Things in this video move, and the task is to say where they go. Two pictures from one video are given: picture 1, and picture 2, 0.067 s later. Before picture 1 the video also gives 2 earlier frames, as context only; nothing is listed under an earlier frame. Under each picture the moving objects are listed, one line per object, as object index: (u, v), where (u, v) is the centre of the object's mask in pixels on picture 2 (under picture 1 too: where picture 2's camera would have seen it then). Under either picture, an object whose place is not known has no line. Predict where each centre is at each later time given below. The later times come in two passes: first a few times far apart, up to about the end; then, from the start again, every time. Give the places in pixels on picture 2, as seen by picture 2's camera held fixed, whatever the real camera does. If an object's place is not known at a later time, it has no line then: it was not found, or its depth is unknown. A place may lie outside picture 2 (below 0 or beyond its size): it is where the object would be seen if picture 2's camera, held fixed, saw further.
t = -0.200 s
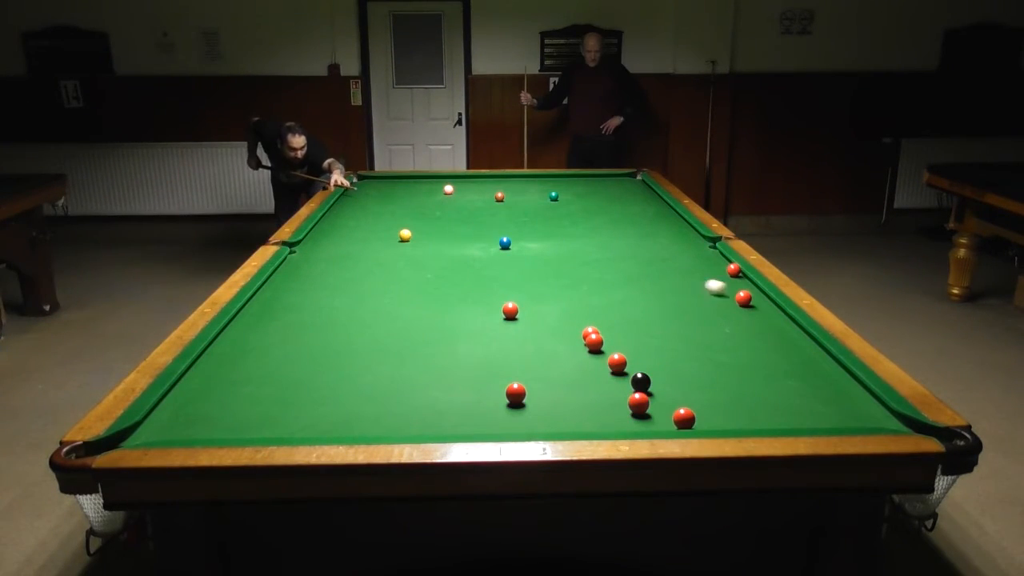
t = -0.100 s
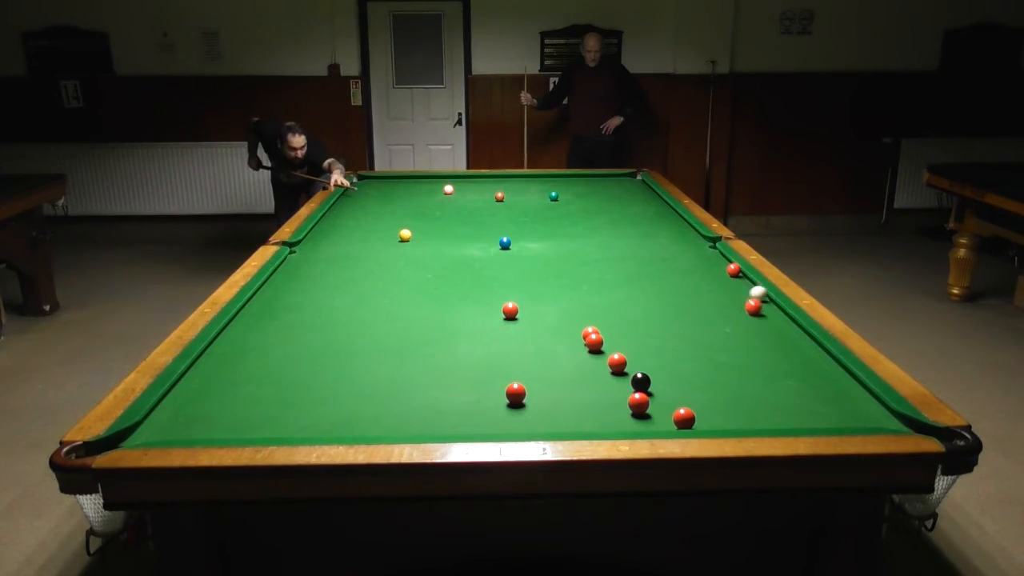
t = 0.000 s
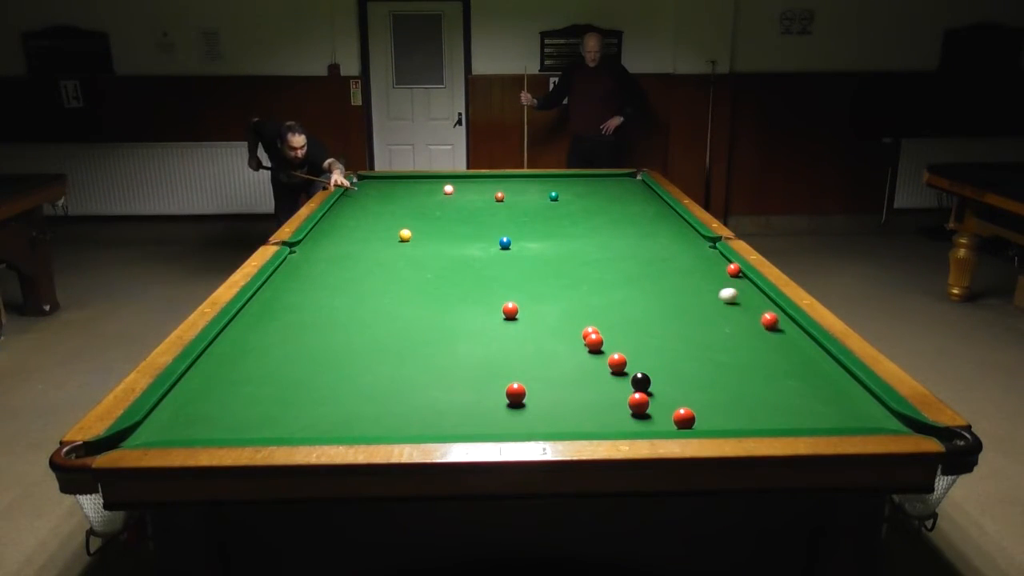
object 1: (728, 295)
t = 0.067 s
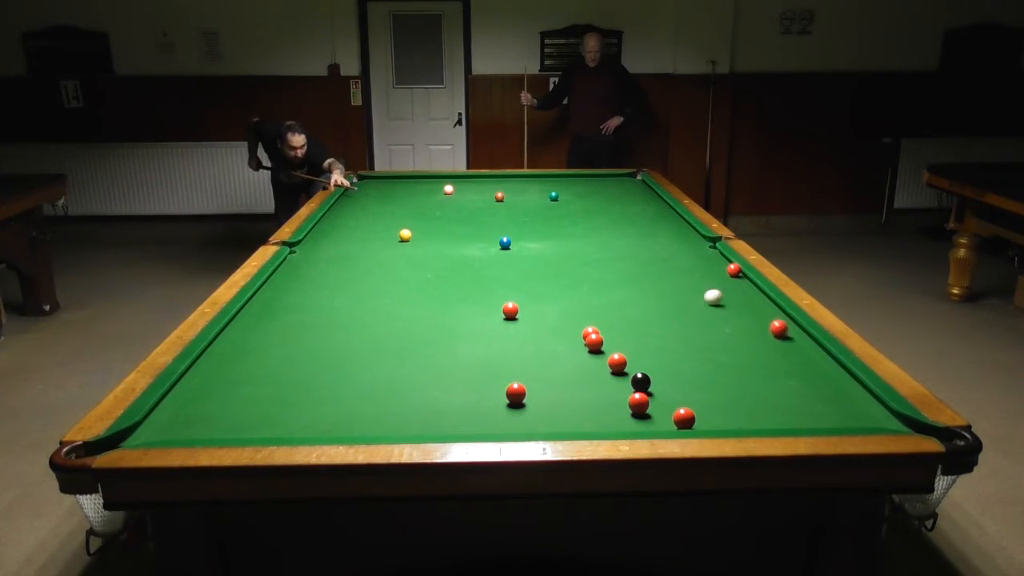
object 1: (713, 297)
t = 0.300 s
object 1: (654, 305)
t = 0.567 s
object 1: (587, 315)
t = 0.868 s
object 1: (508, 326)
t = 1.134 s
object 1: (431, 337)
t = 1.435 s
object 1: (346, 350)
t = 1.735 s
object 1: (256, 363)
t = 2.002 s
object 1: (204, 372)
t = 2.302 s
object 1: (259, 379)
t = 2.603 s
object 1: (312, 385)
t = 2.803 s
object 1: (347, 389)
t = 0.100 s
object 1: (703, 298)
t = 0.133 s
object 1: (693, 300)
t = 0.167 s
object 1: (688, 300)
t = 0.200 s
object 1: (678, 302)
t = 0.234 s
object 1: (669, 303)
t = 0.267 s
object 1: (663, 304)
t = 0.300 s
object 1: (654, 305)
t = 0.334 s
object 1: (644, 307)
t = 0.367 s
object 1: (638, 307)
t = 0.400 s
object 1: (629, 309)
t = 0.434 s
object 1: (618, 310)
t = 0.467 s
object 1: (613, 311)
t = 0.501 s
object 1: (603, 312)
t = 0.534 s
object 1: (593, 314)
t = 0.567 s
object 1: (587, 315)
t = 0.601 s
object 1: (577, 316)
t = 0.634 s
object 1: (567, 318)
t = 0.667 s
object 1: (561, 319)
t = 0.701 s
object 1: (551, 320)
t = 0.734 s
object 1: (540, 322)
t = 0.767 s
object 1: (535, 322)
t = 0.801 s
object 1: (525, 324)
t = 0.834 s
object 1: (514, 326)
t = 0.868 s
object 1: (508, 326)
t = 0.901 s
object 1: (497, 328)
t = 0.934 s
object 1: (487, 329)
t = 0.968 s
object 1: (481, 330)
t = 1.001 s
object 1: (470, 332)
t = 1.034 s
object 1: (459, 333)
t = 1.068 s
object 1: (454, 334)
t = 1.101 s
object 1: (443, 336)
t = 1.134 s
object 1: (431, 337)
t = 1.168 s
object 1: (426, 338)
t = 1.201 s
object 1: (415, 340)
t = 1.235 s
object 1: (403, 342)
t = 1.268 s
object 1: (397, 342)
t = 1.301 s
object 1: (386, 344)
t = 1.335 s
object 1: (374, 345)
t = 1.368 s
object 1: (363, 347)
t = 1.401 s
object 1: (357, 349)
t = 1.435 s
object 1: (346, 350)
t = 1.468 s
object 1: (334, 351)
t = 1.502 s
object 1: (328, 352)
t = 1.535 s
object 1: (316, 354)
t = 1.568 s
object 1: (304, 356)
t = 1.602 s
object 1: (298, 357)
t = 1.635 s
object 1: (286, 358)
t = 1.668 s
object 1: (274, 360)
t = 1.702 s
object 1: (269, 361)
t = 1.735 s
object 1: (256, 363)
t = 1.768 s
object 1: (244, 364)
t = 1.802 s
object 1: (238, 365)
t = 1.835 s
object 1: (226, 367)
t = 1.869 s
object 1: (214, 368)
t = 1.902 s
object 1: (208, 369)
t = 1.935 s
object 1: (196, 371)
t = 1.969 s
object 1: (200, 372)
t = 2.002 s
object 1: (204, 372)
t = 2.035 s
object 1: (211, 373)
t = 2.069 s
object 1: (219, 374)
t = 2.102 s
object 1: (222, 374)
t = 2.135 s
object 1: (229, 376)
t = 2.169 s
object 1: (237, 376)
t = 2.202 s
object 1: (240, 377)
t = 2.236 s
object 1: (248, 378)
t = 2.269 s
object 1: (255, 379)
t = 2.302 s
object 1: (259, 379)
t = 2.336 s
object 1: (266, 380)
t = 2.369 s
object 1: (273, 381)
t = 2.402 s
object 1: (277, 381)
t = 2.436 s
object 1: (284, 382)
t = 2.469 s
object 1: (291, 383)
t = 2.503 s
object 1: (295, 383)
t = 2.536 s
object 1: (302, 384)
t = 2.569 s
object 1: (309, 385)
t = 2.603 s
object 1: (312, 385)
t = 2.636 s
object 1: (319, 386)
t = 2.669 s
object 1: (326, 387)
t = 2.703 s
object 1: (330, 387)
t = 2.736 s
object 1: (337, 388)
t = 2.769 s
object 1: (344, 389)
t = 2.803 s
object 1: (347, 389)
